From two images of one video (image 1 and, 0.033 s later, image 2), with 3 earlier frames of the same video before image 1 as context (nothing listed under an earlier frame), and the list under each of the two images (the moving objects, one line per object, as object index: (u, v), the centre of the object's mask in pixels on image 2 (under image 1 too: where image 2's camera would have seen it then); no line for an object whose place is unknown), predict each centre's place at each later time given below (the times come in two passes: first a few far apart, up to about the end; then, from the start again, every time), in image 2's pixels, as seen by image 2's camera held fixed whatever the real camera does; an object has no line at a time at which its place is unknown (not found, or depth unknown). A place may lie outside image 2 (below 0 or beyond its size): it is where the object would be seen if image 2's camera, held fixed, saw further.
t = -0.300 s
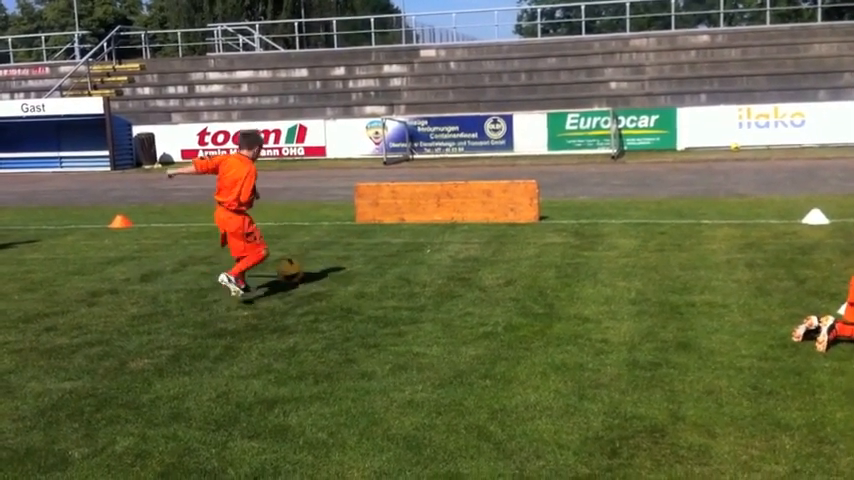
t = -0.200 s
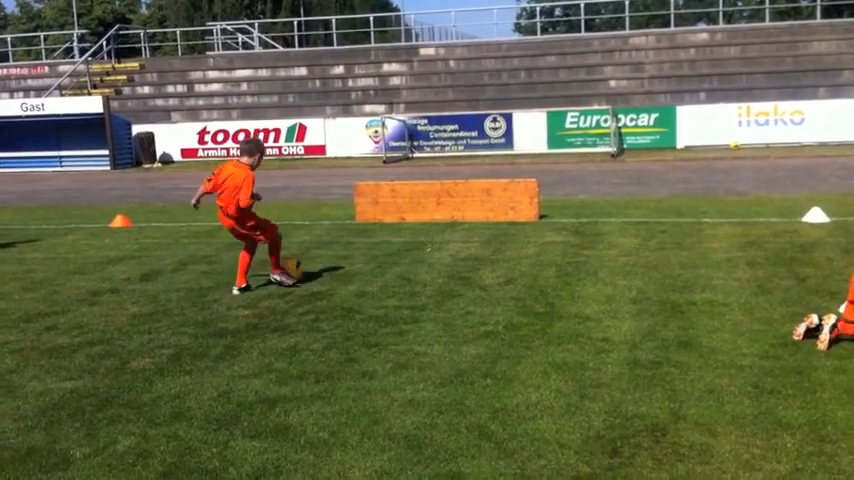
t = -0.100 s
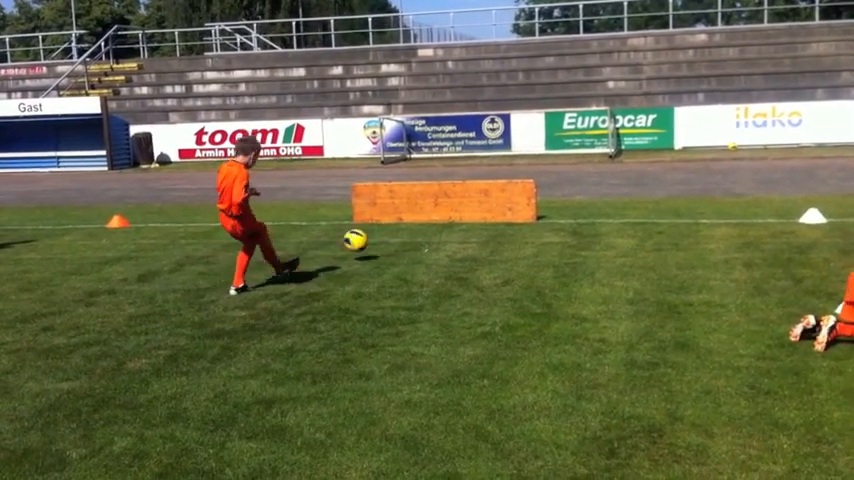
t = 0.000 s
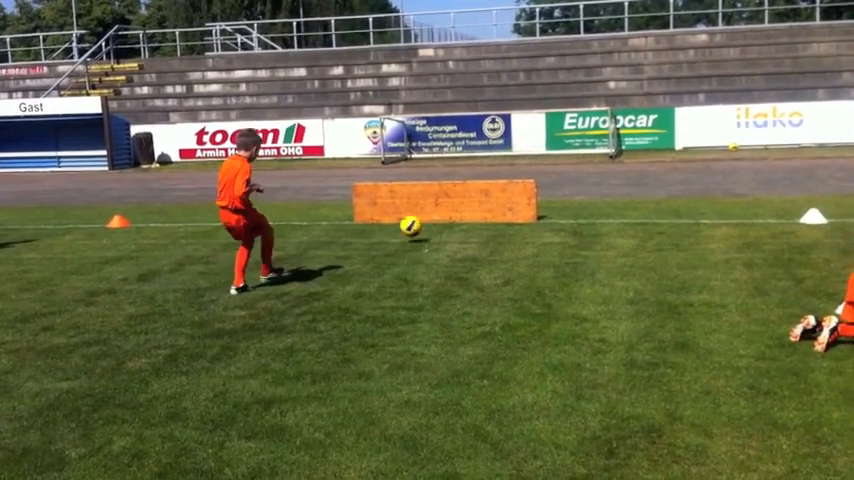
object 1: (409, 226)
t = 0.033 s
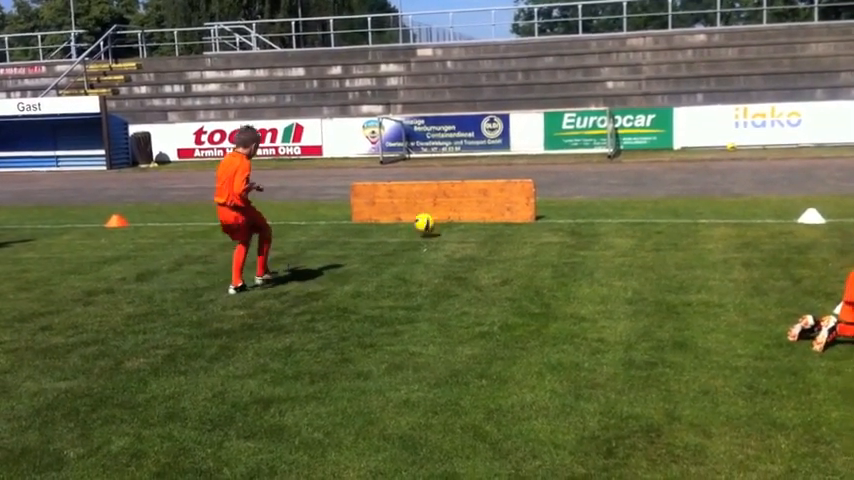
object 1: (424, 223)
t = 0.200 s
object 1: (467, 206)
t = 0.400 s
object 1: (461, 203)
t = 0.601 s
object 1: (454, 242)
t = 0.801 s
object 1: (452, 248)
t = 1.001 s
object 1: (453, 263)
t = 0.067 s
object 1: (439, 222)
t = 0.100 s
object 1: (453, 220)
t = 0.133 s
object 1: (462, 215)
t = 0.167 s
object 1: (469, 211)
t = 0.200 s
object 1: (467, 206)
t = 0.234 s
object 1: (466, 204)
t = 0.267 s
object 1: (465, 201)
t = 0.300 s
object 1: (464, 200)
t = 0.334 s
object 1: (463, 200)
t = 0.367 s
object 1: (462, 201)
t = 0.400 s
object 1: (461, 203)
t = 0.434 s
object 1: (460, 206)
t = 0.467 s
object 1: (459, 211)
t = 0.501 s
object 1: (457, 216)
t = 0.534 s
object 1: (456, 223)
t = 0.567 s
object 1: (455, 232)
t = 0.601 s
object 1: (454, 242)
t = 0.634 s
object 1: (453, 250)
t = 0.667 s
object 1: (453, 248)
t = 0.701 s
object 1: (452, 246)
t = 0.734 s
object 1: (453, 246)
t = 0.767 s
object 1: (453, 246)
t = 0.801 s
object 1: (452, 248)
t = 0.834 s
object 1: (452, 251)
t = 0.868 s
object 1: (452, 254)
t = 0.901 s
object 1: (452, 260)
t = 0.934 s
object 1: (453, 263)
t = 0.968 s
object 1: (452, 263)
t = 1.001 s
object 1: (453, 263)
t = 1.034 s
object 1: (453, 265)
